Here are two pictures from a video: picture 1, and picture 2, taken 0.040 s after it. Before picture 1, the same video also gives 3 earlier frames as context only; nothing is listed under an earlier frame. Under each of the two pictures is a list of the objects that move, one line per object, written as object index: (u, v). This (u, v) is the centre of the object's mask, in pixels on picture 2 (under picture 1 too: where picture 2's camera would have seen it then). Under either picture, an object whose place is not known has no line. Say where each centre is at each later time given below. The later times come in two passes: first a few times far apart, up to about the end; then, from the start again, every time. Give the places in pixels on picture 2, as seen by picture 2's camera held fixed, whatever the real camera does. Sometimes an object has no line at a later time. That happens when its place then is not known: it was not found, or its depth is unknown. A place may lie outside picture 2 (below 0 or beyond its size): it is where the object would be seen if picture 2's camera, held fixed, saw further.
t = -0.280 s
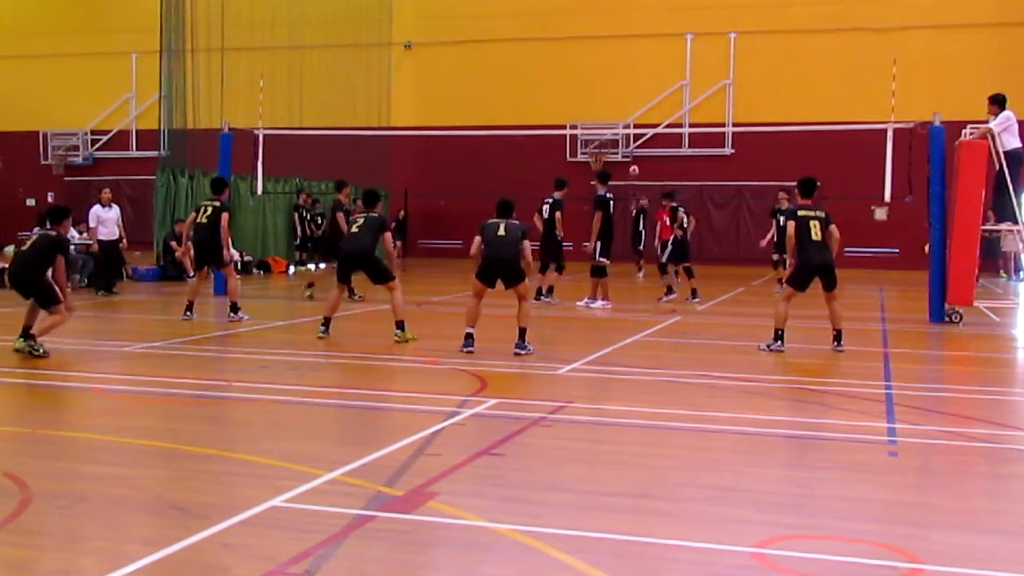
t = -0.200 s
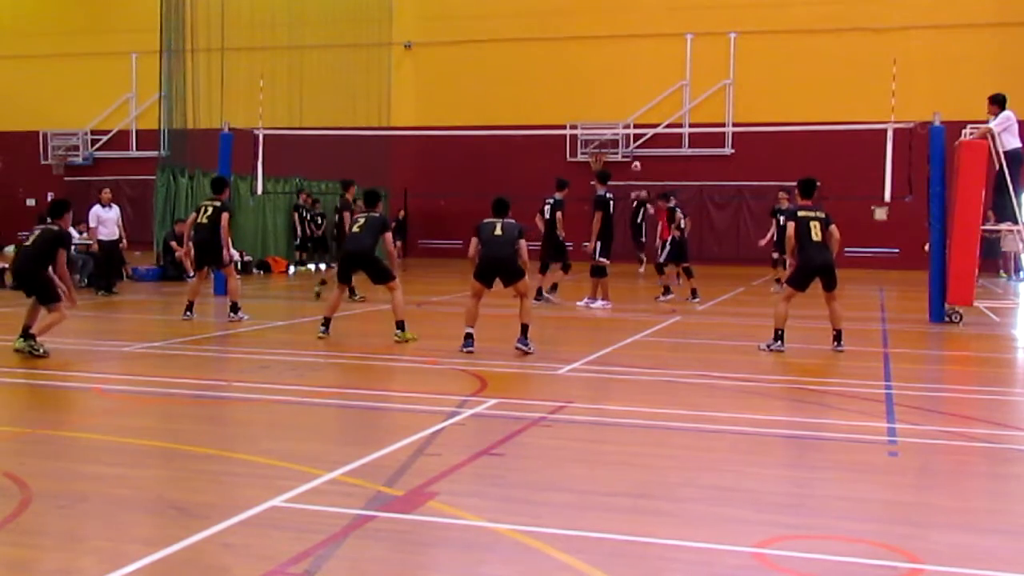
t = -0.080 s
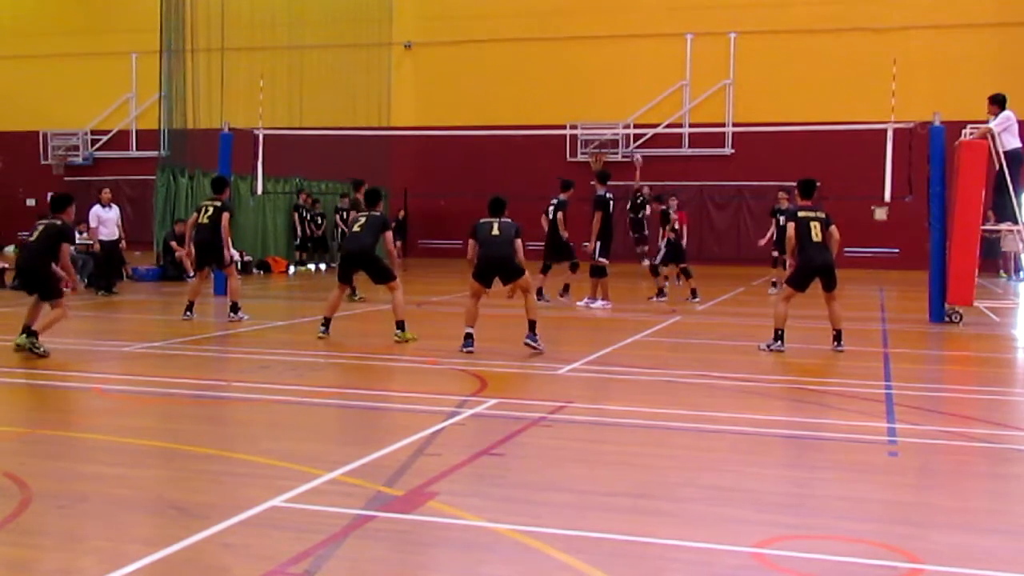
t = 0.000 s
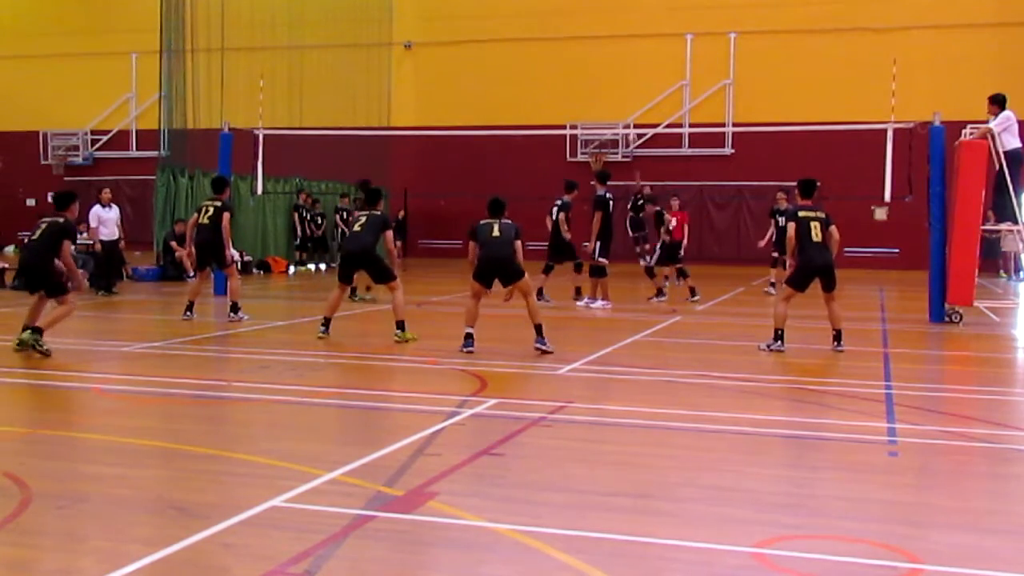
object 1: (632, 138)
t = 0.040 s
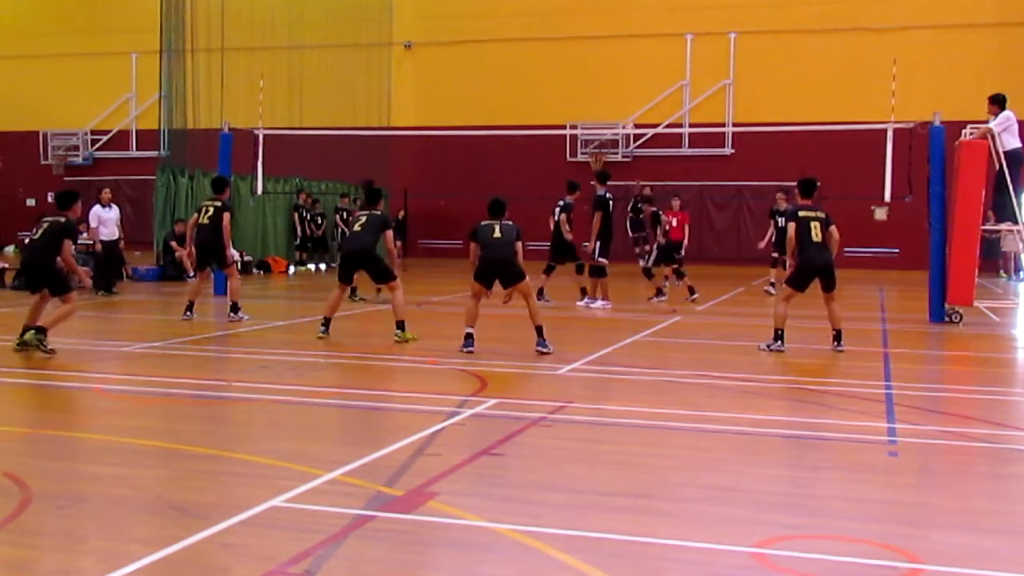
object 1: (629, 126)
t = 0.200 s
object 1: (617, 96)
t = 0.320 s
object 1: (606, 78)
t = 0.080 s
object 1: (626, 122)
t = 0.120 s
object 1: (623, 111)
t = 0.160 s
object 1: (619, 103)
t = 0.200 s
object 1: (617, 96)
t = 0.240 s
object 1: (613, 89)
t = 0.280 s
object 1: (608, 83)
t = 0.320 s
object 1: (606, 78)
